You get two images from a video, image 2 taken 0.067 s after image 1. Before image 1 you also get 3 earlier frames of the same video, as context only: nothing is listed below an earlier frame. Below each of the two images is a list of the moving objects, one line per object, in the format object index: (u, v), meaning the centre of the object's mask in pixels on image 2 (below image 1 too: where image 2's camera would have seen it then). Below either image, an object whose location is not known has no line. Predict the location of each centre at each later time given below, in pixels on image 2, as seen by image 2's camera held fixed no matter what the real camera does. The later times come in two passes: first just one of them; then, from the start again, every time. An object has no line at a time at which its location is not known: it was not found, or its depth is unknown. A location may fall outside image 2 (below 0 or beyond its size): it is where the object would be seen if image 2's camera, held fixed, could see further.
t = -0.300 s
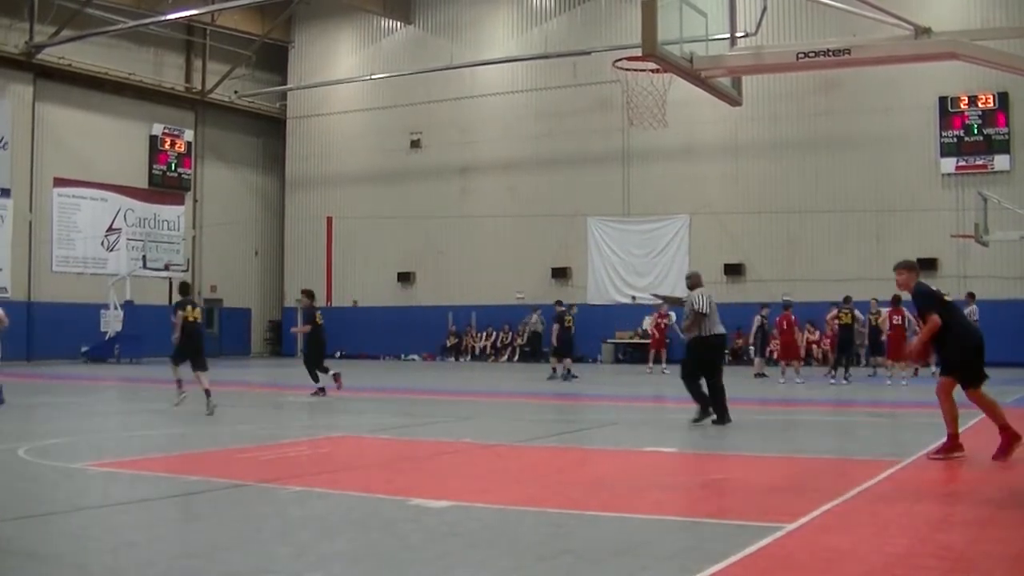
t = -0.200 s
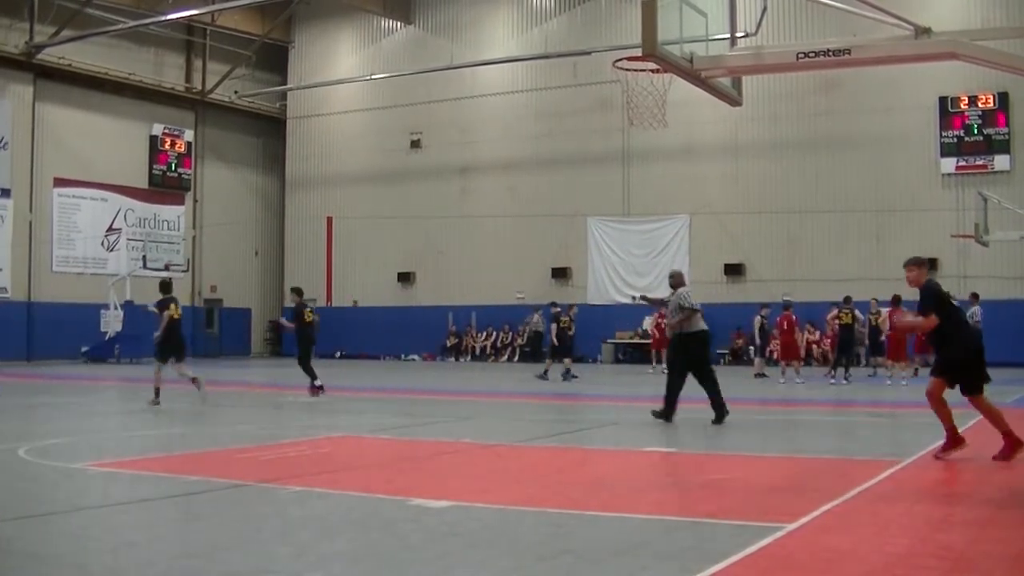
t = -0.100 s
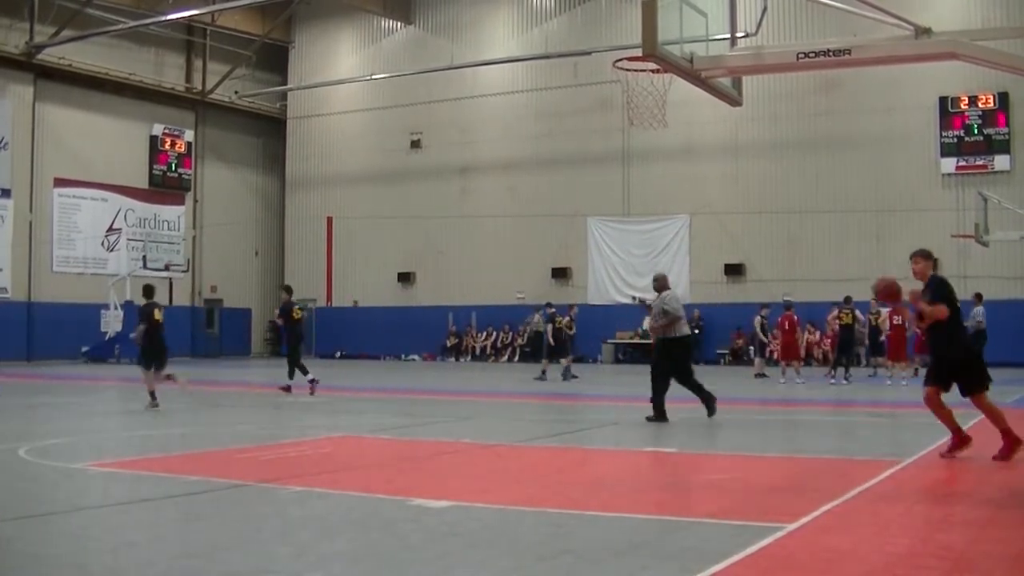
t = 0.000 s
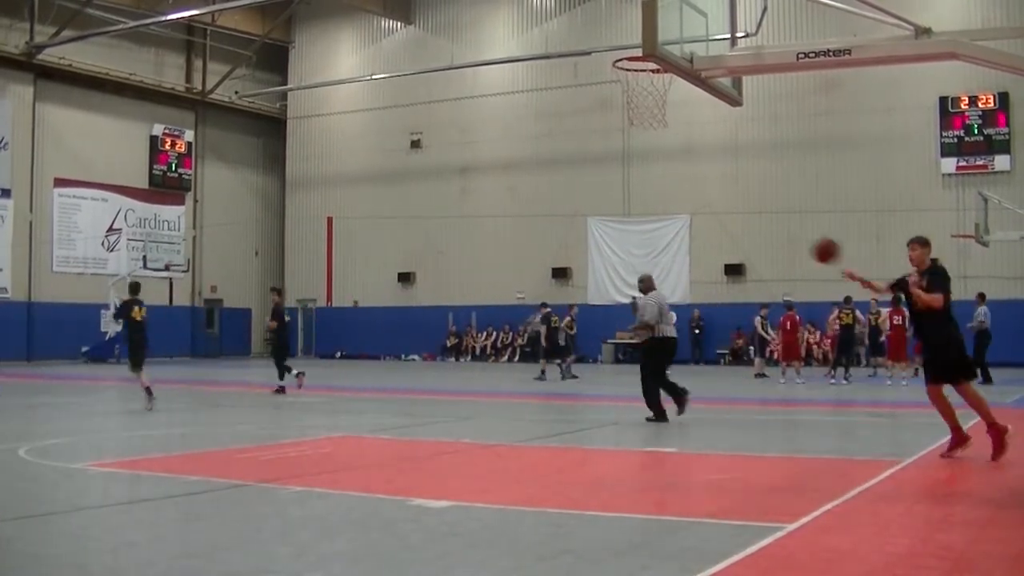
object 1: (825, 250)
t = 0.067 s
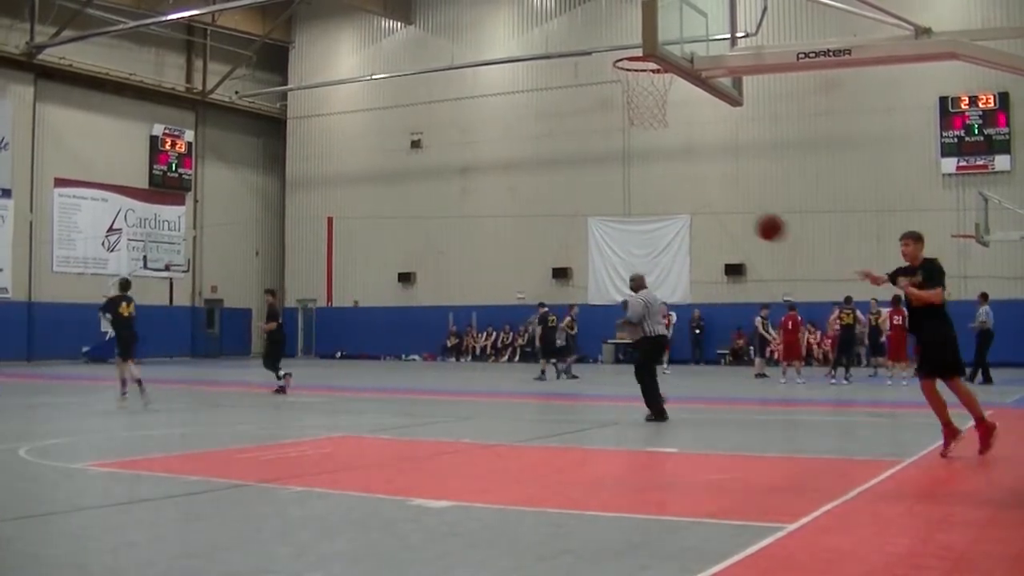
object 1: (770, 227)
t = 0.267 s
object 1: (579, 186)
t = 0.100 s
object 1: (741, 217)
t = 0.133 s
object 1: (710, 208)
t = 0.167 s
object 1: (678, 200)
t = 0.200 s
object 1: (646, 194)
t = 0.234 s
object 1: (613, 189)
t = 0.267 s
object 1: (579, 186)
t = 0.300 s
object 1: (544, 184)
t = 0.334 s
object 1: (507, 182)
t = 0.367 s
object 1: (468, 183)
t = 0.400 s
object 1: (429, 184)
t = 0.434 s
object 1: (389, 188)
